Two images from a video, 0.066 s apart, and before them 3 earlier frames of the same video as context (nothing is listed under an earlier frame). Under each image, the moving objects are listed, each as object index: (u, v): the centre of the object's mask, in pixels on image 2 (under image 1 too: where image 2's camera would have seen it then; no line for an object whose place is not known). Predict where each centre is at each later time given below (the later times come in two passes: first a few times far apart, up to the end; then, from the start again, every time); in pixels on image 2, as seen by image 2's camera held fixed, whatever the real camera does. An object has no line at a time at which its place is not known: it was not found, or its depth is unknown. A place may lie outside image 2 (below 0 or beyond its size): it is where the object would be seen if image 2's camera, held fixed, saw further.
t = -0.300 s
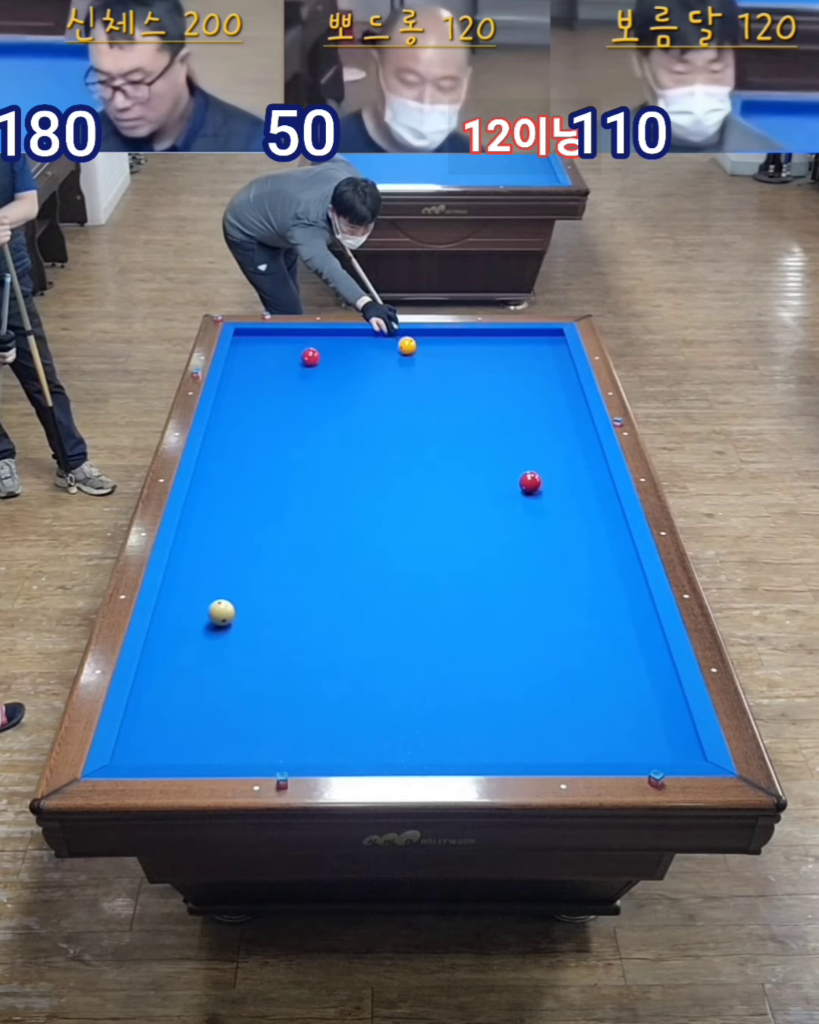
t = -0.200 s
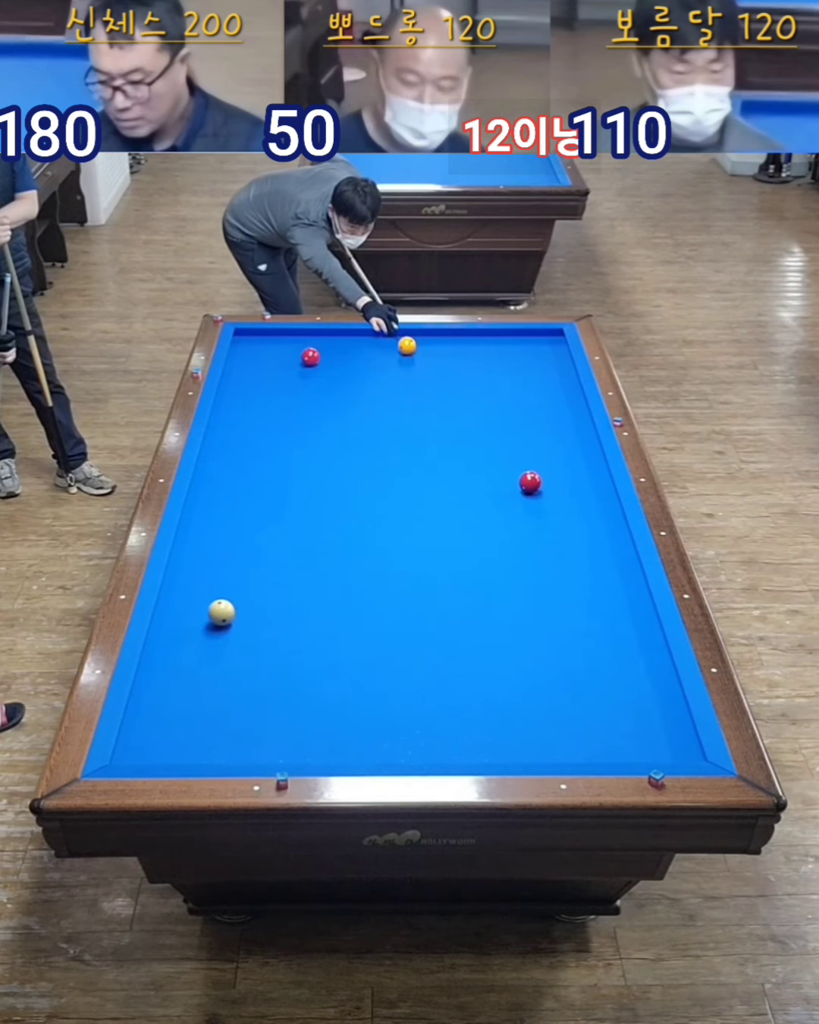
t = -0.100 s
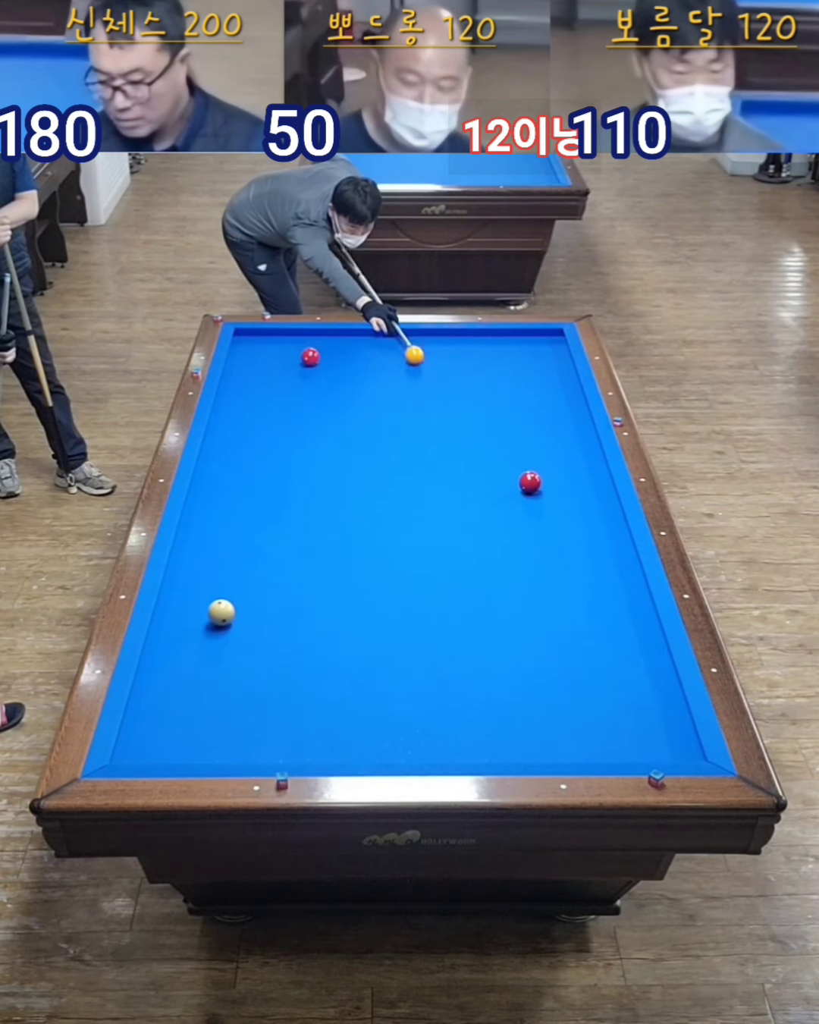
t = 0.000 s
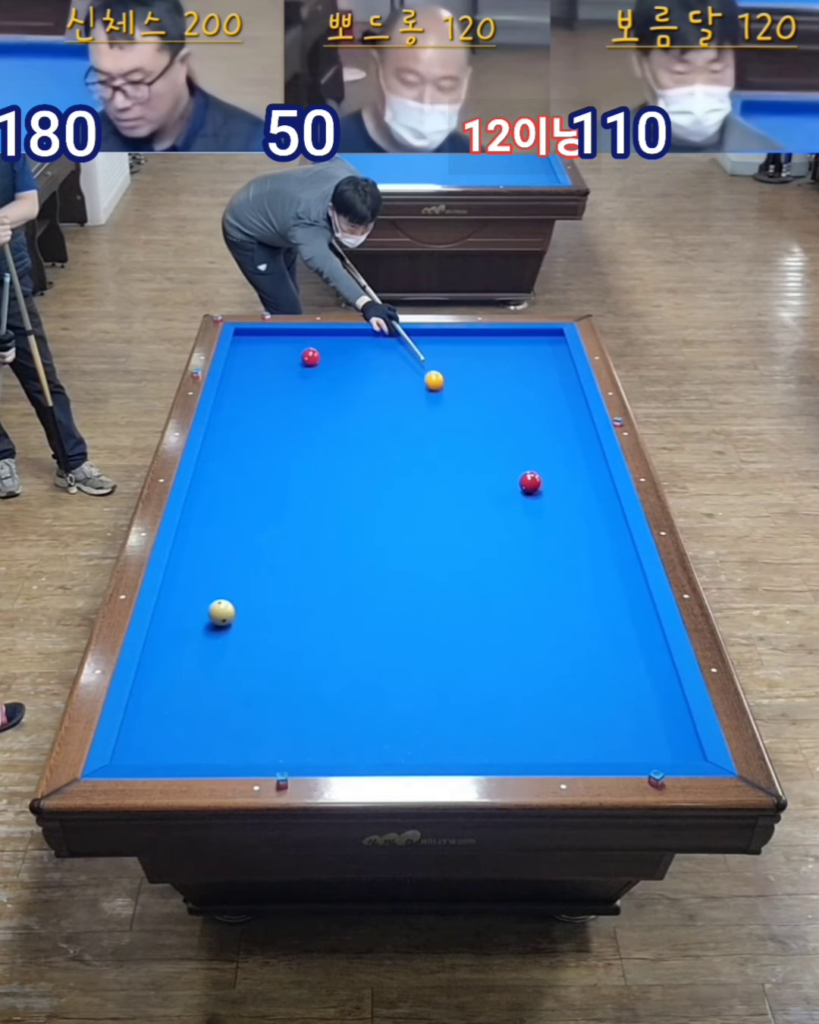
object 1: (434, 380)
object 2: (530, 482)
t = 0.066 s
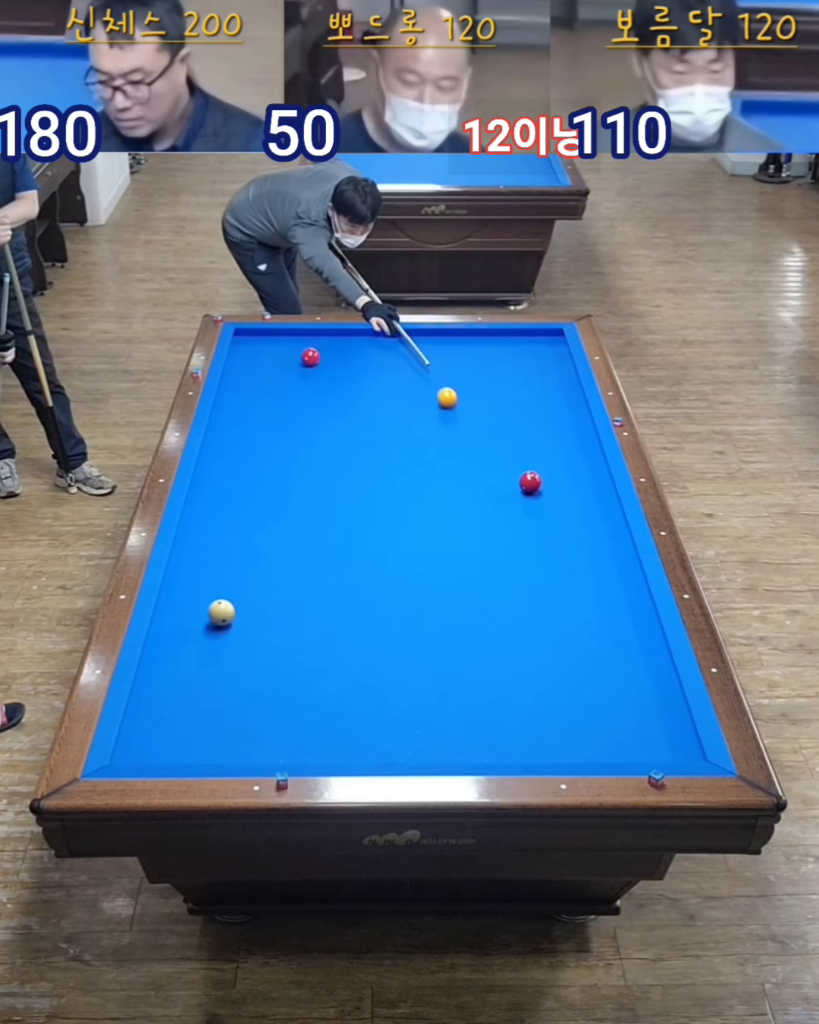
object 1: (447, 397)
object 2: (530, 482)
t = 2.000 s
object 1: (356, 566)
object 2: (409, 577)
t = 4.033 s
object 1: (265, 345)
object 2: (162, 691)
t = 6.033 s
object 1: (240, 396)
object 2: (264, 750)
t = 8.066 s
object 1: (243, 459)
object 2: (305, 746)
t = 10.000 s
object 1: (244, 505)
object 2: (306, 746)
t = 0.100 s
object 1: (454, 406)
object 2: (530, 482)
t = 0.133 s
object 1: (460, 415)
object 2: (530, 482)
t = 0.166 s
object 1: (467, 424)
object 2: (530, 482)
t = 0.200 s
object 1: (475, 434)
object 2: (530, 482)
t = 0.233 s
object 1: (482, 444)
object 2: (530, 482)
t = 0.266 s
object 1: (490, 453)
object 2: (530, 482)
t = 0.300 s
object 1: (498, 464)
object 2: (530, 482)
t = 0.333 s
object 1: (506, 474)
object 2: (530, 482)
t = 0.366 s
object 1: (505, 483)
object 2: (541, 484)
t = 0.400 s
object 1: (500, 491)
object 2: (554, 487)
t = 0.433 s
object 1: (496, 500)
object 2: (567, 490)
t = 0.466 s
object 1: (492, 509)
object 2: (579, 493)
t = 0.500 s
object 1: (489, 518)
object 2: (591, 495)
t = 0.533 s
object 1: (486, 528)
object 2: (601, 498)
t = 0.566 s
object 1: (484, 538)
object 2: (609, 500)
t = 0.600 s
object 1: (481, 548)
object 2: (602, 502)
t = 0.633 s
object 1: (479, 559)
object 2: (596, 503)
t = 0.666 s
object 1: (476, 570)
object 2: (591, 505)
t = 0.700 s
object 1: (474, 581)
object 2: (587, 507)
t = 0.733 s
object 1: (471, 592)
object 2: (582, 508)
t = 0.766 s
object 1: (468, 604)
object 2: (578, 510)
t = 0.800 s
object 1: (465, 616)
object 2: (573, 512)
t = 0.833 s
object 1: (462, 629)
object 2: (569, 513)
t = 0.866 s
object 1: (459, 641)
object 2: (565, 515)
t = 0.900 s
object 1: (456, 654)
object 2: (560, 517)
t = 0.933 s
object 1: (453, 668)
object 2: (556, 519)
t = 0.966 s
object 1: (449, 681)
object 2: (551, 521)
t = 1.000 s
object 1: (446, 696)
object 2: (547, 522)
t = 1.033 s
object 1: (442, 710)
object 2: (542, 524)
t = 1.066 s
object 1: (439, 725)
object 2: (538, 526)
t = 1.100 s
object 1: (435, 741)
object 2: (533, 528)
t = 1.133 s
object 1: (431, 752)
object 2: (529, 529)
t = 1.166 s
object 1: (427, 744)
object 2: (524, 531)
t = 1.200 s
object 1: (424, 732)
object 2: (520, 533)
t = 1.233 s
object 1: (420, 721)
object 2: (515, 535)
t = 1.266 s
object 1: (417, 711)
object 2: (511, 537)
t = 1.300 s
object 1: (413, 701)
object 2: (506, 539)
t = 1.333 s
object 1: (410, 693)
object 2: (502, 541)
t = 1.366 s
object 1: (407, 685)
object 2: (497, 542)
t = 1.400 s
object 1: (404, 678)
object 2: (492, 544)
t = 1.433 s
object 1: (401, 671)
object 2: (488, 546)
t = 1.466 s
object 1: (398, 664)
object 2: (483, 548)
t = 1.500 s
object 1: (395, 657)
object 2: (479, 549)
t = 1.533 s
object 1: (392, 650)
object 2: (474, 551)
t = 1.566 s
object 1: (389, 643)
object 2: (470, 553)
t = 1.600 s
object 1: (386, 637)
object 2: (465, 555)
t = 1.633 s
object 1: (383, 630)
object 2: (460, 557)
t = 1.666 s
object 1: (381, 624)
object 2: (456, 559)
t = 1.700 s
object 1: (378, 617)
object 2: (451, 560)
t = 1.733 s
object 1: (376, 612)
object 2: (446, 562)
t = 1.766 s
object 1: (373, 606)
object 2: (442, 564)
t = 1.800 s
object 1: (370, 599)
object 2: (437, 566)
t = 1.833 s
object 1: (368, 594)
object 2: (432, 568)
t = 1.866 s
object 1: (365, 588)
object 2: (428, 570)
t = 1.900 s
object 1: (363, 582)
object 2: (423, 571)
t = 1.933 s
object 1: (361, 577)
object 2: (418, 573)
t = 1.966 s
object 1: (358, 571)
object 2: (414, 575)
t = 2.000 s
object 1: (356, 566)
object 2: (409, 577)
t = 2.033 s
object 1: (354, 560)
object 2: (404, 579)
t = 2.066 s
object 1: (352, 555)
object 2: (400, 581)
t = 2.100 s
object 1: (350, 550)
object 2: (395, 582)
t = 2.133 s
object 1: (347, 545)
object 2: (390, 584)
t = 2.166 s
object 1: (345, 540)
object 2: (385, 586)
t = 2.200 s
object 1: (343, 535)
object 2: (381, 588)
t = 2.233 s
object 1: (341, 530)
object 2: (376, 590)
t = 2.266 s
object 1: (339, 525)
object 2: (371, 592)
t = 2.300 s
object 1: (337, 521)
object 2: (366, 594)
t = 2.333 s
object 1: (335, 516)
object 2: (362, 596)
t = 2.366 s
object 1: (333, 511)
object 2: (357, 598)
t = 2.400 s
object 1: (332, 507)
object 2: (352, 600)
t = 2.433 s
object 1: (330, 502)
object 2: (348, 602)
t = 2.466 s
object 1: (328, 498)
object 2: (343, 603)
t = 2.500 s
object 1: (326, 494)
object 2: (338, 605)
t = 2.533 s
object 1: (324, 489)
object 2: (333, 607)
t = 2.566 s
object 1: (323, 485)
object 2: (328, 609)
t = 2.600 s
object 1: (321, 481)
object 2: (323, 611)
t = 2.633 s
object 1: (319, 477)
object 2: (319, 613)
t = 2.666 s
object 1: (317, 473)
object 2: (314, 615)
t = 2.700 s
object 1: (316, 469)
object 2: (309, 617)
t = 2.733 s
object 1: (314, 465)
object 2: (304, 619)
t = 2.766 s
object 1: (313, 461)
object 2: (300, 620)
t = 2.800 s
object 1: (311, 458)
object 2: (295, 623)
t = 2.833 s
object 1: (309, 454)
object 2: (290, 624)
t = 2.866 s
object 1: (308, 450)
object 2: (286, 626)
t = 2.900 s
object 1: (306, 446)
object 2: (281, 628)
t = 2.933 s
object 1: (305, 443)
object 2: (276, 630)
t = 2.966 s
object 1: (303, 439)
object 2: (271, 632)
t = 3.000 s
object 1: (302, 435)
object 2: (266, 634)
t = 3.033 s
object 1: (301, 432)
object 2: (261, 636)
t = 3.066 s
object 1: (299, 428)
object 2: (256, 638)
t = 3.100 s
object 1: (298, 425)
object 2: (252, 640)
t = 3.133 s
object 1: (296, 422)
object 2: (246, 642)
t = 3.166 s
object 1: (295, 418)
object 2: (242, 644)
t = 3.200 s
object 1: (294, 415)
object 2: (237, 646)
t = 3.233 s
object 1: (292, 412)
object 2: (232, 648)
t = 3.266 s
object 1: (291, 409)
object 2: (227, 650)
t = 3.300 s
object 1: (290, 406)
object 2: (222, 652)
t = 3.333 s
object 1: (288, 403)
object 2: (217, 654)
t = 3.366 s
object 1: (287, 400)
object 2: (212, 656)
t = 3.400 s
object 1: (286, 396)
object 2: (208, 658)
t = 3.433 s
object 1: (285, 393)
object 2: (203, 660)
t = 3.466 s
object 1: (283, 391)
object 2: (198, 662)
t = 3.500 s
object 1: (282, 388)
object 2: (193, 664)
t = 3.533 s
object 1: (281, 385)
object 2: (188, 666)
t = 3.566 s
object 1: (280, 382)
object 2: (183, 668)
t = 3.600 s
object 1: (279, 379)
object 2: (178, 670)
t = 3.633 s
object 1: (278, 376)
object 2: (173, 672)
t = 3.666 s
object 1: (276, 373)
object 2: (168, 674)
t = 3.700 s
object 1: (275, 371)
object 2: (163, 676)
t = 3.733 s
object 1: (274, 368)
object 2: (158, 678)
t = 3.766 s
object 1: (273, 365)
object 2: (153, 680)
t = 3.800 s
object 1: (272, 363)
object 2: (148, 682)
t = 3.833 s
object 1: (271, 360)
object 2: (150, 683)
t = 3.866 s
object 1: (270, 358)
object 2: (152, 685)
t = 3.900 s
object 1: (269, 355)
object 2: (154, 685)
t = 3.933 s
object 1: (268, 352)
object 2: (156, 687)
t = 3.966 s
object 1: (267, 350)
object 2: (158, 688)
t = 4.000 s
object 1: (266, 348)
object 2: (160, 689)
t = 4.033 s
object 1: (265, 345)
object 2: (162, 691)
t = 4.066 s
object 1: (264, 343)
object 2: (164, 692)
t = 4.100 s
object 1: (263, 340)
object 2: (166, 693)
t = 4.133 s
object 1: (262, 338)
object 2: (168, 694)
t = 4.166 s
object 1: (261, 336)
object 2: (170, 696)
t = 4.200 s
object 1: (260, 333)
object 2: (172, 697)
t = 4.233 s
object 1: (259, 333)
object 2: (173, 698)
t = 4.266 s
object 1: (258, 334)
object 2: (175, 699)
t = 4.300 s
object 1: (257, 336)
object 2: (177, 700)
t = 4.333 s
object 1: (256, 337)
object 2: (179, 701)
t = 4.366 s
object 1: (254, 338)
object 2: (180, 702)
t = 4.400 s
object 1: (254, 339)
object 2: (182, 704)
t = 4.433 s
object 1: (252, 341)
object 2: (185, 705)
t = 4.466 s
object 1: (252, 342)
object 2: (186, 706)
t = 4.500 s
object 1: (250, 343)
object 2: (188, 707)
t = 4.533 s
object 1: (249, 345)
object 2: (190, 708)
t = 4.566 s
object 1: (248, 346)
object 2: (192, 710)
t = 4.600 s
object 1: (247, 347)
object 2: (193, 711)
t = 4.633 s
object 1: (246, 348)
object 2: (195, 712)
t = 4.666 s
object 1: (245, 350)
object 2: (197, 713)
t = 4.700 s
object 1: (244, 351)
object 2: (199, 714)
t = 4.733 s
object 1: (243, 352)
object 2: (200, 715)
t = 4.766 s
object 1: (242, 353)
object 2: (202, 716)
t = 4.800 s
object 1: (241, 355)
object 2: (204, 717)
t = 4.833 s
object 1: (240, 356)
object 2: (205, 719)
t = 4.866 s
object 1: (239, 357)
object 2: (207, 719)
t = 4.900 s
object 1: (237, 358)
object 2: (209, 721)
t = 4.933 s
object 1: (236, 359)
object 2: (210, 722)
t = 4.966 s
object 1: (235, 360)
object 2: (212, 723)
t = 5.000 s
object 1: (235, 362)
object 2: (214, 724)
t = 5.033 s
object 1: (235, 363)
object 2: (215, 725)
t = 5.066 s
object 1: (235, 364)
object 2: (217, 726)
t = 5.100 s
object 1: (235, 365)
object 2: (219, 727)
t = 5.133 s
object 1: (236, 366)
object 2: (221, 728)
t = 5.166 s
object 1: (236, 367)
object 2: (222, 729)
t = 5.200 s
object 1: (236, 368)
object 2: (224, 730)
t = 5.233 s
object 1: (236, 370)
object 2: (226, 731)
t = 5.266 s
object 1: (236, 371)
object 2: (227, 732)
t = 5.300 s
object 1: (237, 372)
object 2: (229, 733)
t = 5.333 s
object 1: (237, 373)
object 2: (231, 734)
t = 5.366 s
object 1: (237, 374)
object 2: (232, 735)
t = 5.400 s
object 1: (237, 375)
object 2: (234, 736)
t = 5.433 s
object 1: (237, 376)
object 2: (236, 736)
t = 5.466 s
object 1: (238, 378)
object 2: (237, 737)
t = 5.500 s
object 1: (238, 379)
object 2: (239, 738)
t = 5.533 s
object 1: (238, 380)
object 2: (241, 739)
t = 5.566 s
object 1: (238, 381)
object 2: (242, 740)
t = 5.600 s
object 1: (238, 382)
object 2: (244, 741)
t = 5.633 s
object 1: (239, 383)
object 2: (246, 741)
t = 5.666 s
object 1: (239, 384)
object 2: (247, 742)
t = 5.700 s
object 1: (239, 385)
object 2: (249, 743)
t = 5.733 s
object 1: (239, 386)
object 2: (251, 744)
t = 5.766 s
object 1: (239, 387)
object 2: (252, 745)
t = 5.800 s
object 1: (239, 388)
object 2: (253, 746)
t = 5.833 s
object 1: (239, 389)
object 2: (255, 747)
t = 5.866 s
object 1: (240, 390)
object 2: (257, 747)
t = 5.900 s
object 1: (240, 391)
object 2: (258, 748)
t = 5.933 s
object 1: (240, 393)
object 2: (260, 748)
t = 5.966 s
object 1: (240, 394)
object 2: (261, 749)
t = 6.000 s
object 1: (240, 395)
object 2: (262, 749)
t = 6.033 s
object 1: (240, 396)
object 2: (264, 750)
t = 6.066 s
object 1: (240, 397)
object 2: (266, 750)
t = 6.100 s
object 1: (241, 398)
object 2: (267, 750)
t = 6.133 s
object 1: (241, 399)
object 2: (268, 751)
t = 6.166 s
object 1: (241, 400)
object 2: (269, 751)
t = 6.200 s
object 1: (241, 401)
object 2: (271, 752)
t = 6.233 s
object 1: (241, 402)
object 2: (273, 753)
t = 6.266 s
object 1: (241, 403)
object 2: (274, 753)
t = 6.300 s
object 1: (241, 405)
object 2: (275, 752)
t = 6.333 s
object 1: (241, 406)
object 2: (276, 752)
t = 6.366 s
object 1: (241, 407)
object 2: (277, 752)
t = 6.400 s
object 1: (241, 408)
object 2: (278, 752)
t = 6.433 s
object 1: (242, 409)
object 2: (279, 751)
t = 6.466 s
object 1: (242, 410)
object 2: (280, 751)
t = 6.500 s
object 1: (242, 411)
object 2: (281, 751)
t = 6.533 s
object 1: (242, 412)
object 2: (282, 751)
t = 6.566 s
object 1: (242, 413)
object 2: (283, 751)
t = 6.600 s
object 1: (242, 414)
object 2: (284, 750)
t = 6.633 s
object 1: (242, 415)
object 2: (285, 750)
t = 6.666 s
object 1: (242, 416)
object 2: (285, 750)
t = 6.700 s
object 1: (242, 417)
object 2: (286, 750)
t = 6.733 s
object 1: (242, 418)
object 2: (287, 750)
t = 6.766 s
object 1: (242, 420)
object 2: (288, 750)
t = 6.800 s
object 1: (242, 421)
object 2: (289, 750)
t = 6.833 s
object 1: (242, 422)
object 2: (290, 749)
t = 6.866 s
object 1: (242, 423)
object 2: (291, 749)
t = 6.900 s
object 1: (242, 424)
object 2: (291, 749)
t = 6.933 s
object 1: (243, 425)
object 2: (292, 749)
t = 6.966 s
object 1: (243, 426)
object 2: (293, 749)
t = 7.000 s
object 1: (243, 427)
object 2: (293, 749)
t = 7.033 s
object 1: (243, 428)
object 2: (294, 749)
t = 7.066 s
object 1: (242, 429)
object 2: (295, 748)
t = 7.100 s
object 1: (243, 430)
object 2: (296, 748)
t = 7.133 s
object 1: (243, 431)
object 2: (296, 748)
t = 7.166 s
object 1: (243, 432)
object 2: (297, 748)
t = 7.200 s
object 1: (243, 433)
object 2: (297, 748)
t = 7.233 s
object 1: (243, 434)
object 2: (298, 748)
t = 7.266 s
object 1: (243, 435)
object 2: (298, 748)
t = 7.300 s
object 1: (243, 436)
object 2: (299, 748)
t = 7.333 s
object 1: (243, 437)
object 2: (299, 747)
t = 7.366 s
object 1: (243, 438)
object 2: (299, 747)
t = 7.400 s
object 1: (243, 439)
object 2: (300, 747)
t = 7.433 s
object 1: (243, 440)
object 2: (300, 747)
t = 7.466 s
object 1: (243, 441)
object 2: (301, 747)
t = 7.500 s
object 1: (243, 442)
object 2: (301, 747)
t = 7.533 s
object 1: (243, 443)
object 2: (302, 747)
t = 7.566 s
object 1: (243, 444)
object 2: (302, 747)
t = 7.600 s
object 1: (243, 445)
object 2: (302, 747)
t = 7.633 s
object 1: (243, 446)
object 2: (303, 747)
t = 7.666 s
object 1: (243, 447)
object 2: (303, 747)
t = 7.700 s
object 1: (243, 448)
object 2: (303, 747)
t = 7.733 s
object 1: (243, 449)
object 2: (303, 747)
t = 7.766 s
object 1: (243, 450)
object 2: (304, 746)
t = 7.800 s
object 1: (243, 451)
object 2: (304, 746)
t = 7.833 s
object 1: (243, 452)
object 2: (304, 746)
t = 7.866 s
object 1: (243, 453)
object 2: (304, 746)
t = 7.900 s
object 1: (243, 454)
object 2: (304, 746)
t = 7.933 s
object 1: (243, 455)
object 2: (305, 746)
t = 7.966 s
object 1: (243, 456)
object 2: (305, 746)
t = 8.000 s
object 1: (243, 457)
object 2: (305, 746)
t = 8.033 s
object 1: (243, 458)
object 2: (305, 746)
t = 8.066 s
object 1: (243, 459)
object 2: (305, 746)
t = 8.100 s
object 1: (243, 460)
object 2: (306, 746)
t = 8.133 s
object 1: (243, 461)
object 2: (306, 746)
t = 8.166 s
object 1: (243, 462)
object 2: (306, 746)
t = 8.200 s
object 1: (243, 463)
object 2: (306, 746)
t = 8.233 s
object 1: (243, 464)
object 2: (306, 746)
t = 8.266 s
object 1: (243, 465)
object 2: (306, 746)
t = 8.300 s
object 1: (243, 465)
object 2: (306, 746)
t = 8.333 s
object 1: (243, 466)
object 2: (306, 746)
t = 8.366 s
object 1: (243, 467)
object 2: (306, 746)
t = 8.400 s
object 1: (242, 468)
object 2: (306, 746)
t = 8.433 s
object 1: (243, 469)
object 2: (306, 746)
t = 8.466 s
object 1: (243, 470)
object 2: (306, 746)
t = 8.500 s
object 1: (242, 471)
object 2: (306, 746)
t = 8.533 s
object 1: (242, 472)
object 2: (306, 746)
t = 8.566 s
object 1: (242, 473)
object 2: (306, 746)
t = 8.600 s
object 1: (243, 473)
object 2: (306, 746)
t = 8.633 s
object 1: (242, 474)
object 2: (306, 746)
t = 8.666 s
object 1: (242, 475)
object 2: (306, 746)
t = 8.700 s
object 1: (242, 476)
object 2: (306, 746)
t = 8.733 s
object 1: (242, 477)
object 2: (306, 746)
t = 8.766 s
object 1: (242, 478)
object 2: (306, 746)
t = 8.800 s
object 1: (242, 479)
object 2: (306, 746)
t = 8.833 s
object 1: (242, 480)
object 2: (306, 746)
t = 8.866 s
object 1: (242, 480)
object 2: (306, 746)
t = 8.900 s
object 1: (243, 481)
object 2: (306, 746)
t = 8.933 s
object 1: (243, 482)
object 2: (306, 746)
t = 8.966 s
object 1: (243, 483)
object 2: (306, 746)
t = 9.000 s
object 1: (243, 483)
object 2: (306, 746)
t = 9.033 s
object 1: (243, 484)
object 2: (306, 746)
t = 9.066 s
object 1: (243, 485)
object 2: (306, 746)
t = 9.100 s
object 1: (243, 486)
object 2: (306, 746)
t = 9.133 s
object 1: (243, 487)
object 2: (306, 746)
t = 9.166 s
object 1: (243, 488)
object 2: (306, 746)
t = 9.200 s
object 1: (243, 488)
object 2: (306, 746)
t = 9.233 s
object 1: (243, 489)
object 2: (306, 746)
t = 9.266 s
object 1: (243, 490)
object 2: (306, 746)
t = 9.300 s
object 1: (243, 491)
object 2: (306, 746)
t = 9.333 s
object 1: (243, 491)
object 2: (306, 746)
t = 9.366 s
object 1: (243, 492)
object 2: (306, 746)
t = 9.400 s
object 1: (243, 493)
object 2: (306, 746)
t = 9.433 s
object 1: (243, 493)
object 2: (306, 746)
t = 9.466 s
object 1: (243, 494)
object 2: (306, 746)
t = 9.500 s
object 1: (243, 495)
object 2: (306, 746)
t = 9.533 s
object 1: (243, 496)
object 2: (306, 746)
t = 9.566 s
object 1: (243, 496)
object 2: (306, 746)
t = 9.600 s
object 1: (243, 497)
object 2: (306, 746)
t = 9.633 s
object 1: (243, 498)
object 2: (306, 746)
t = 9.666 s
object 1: (244, 498)
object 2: (306, 746)
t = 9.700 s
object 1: (243, 499)
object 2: (306, 746)
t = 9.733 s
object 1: (244, 500)
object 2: (306, 746)
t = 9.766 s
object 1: (244, 500)
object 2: (306, 746)
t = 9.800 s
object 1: (244, 501)
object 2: (306, 746)
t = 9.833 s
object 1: (244, 502)
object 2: (306, 746)
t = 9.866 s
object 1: (244, 502)
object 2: (306, 746)
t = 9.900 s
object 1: (244, 503)
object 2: (306, 746)
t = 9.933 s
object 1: (244, 503)
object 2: (306, 746)
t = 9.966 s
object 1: (244, 504)
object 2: (306, 746)
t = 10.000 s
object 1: (244, 505)
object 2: (306, 746)
